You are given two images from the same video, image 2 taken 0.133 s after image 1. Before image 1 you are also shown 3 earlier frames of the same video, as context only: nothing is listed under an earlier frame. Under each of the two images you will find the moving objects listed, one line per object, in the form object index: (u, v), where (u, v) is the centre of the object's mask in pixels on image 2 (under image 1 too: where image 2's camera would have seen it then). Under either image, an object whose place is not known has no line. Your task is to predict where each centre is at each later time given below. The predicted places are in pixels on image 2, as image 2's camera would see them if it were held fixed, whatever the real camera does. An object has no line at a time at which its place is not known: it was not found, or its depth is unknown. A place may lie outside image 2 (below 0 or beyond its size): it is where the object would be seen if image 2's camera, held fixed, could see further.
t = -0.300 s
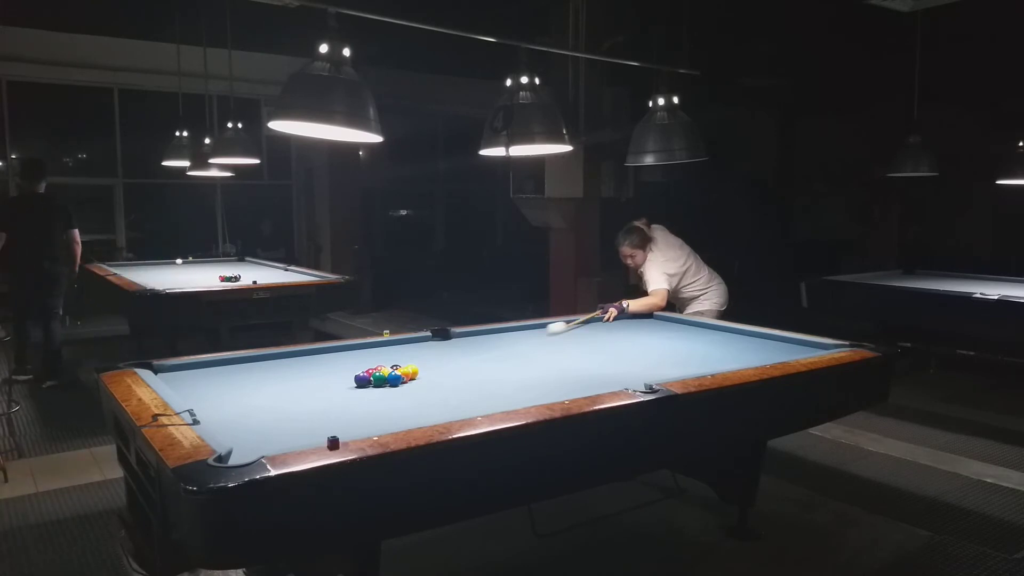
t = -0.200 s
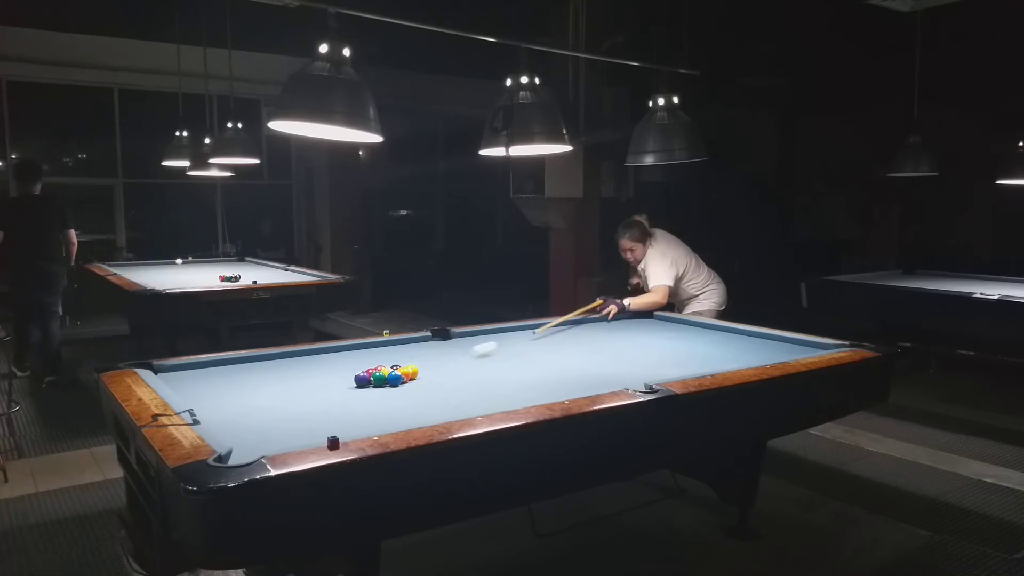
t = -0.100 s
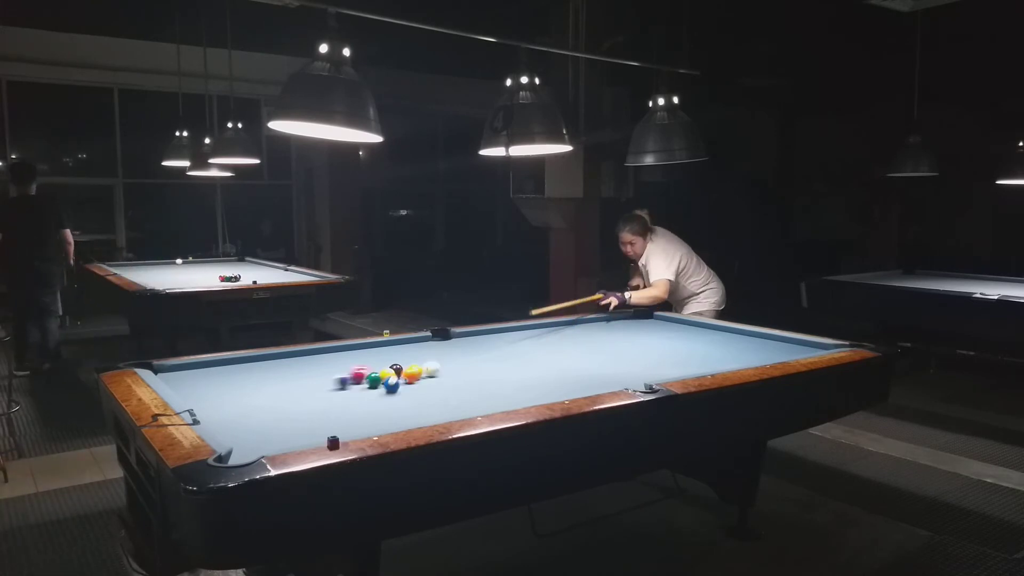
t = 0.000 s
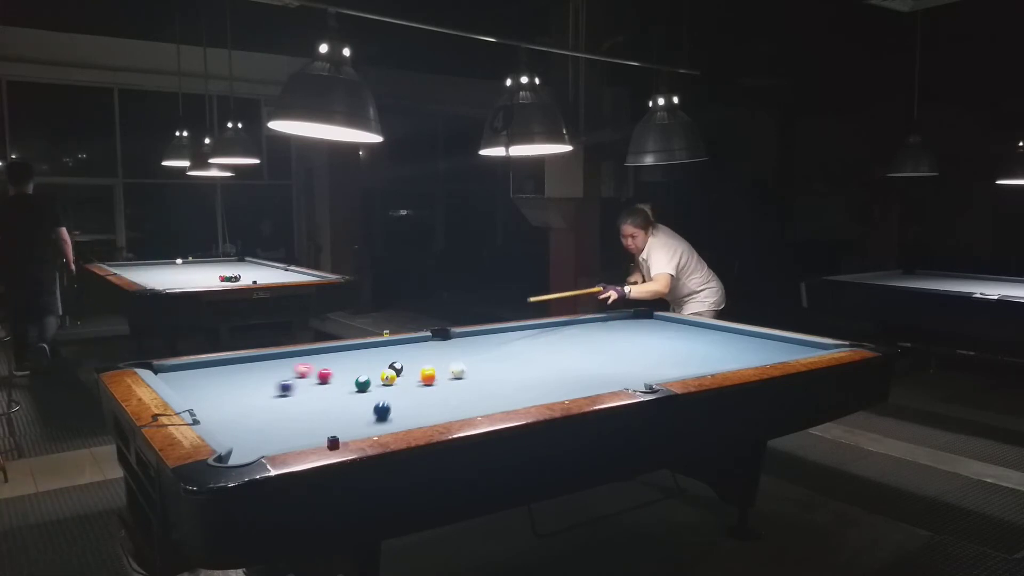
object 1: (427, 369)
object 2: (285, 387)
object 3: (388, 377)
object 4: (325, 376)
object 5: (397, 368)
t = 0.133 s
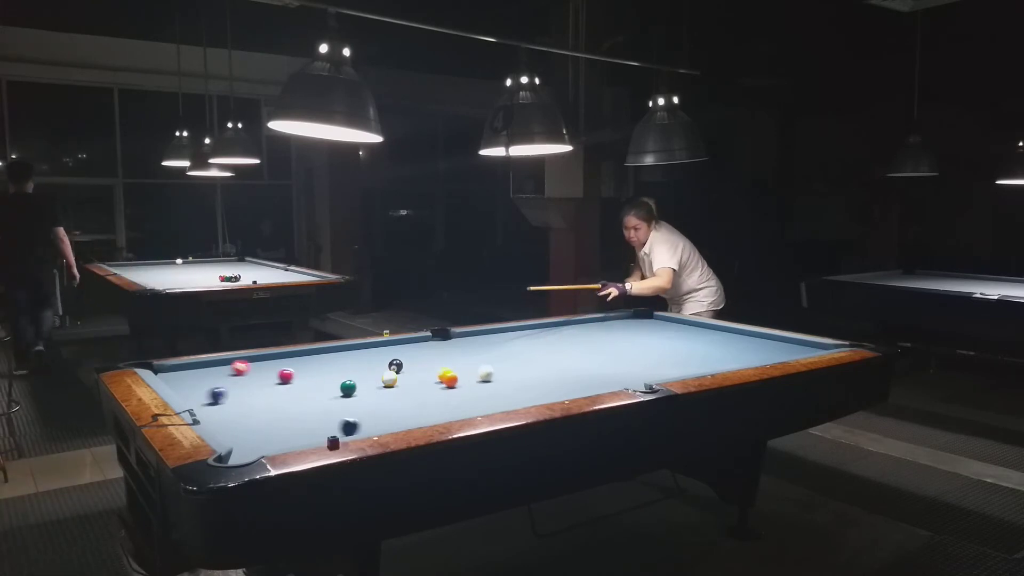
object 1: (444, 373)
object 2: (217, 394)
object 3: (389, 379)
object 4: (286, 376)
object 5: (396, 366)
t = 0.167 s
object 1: (448, 373)
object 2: (201, 397)
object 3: (389, 379)
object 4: (276, 376)
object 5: (396, 365)
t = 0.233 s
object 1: (457, 375)
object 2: (200, 395)
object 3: (390, 380)
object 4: (257, 376)
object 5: (395, 364)
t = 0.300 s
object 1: (465, 377)
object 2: (219, 392)
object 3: (391, 381)
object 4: (239, 376)
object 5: (395, 363)
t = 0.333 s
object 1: (470, 377)
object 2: (228, 390)
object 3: (391, 382)
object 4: (229, 375)
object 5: (395, 362)
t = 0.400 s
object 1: (478, 377)
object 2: (245, 388)
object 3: (391, 383)
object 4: (210, 375)
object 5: (395, 361)
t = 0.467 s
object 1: (486, 378)
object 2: (262, 384)
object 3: (392, 383)
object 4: (192, 376)
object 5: (395, 360)
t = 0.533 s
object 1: (494, 379)
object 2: (278, 381)
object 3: (393, 384)
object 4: (188, 377)
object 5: (395, 359)
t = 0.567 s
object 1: (498, 379)
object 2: (286, 380)
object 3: (393, 384)
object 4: (191, 378)
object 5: (395, 358)
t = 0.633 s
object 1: (507, 380)
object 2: (301, 377)
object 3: (393, 385)
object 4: (193, 379)
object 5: (395, 357)
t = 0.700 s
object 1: (515, 381)
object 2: (315, 375)
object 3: (394, 386)
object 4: (195, 378)
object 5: (395, 356)
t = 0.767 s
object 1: (523, 381)
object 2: (329, 372)
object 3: (395, 386)
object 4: (195, 381)
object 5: (394, 355)
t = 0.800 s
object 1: (527, 382)
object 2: (336, 371)
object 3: (395, 387)
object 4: (196, 381)
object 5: (394, 354)
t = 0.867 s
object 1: (535, 382)
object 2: (349, 369)
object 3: (395, 387)
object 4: (196, 383)
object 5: (394, 353)
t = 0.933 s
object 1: (542, 383)
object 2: (362, 366)
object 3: (395, 388)
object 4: (197, 384)
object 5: (394, 352)
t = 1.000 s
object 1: (550, 383)
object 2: (374, 364)
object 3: (396, 389)
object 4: (197, 385)
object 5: (394, 351)
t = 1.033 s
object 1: (554, 384)
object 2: (380, 363)
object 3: (396, 389)
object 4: (198, 385)
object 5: (394, 351)
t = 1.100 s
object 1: (562, 384)
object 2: (392, 361)
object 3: (396, 390)
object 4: (198, 387)
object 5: (394, 349)
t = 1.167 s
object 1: (570, 385)
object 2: (403, 359)
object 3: (397, 391)
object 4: (199, 388)
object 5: (394, 349)
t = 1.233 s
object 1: (574, 385)
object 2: (414, 356)
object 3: (397, 391)
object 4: (199, 389)
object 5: (394, 349)
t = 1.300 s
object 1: (576, 385)
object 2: (425, 355)
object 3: (397, 392)
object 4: (200, 390)
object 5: (394, 348)
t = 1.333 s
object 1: (576, 385)
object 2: (430, 354)
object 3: (397, 392)
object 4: (200, 391)
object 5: (394, 347)
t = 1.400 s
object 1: (578, 385)
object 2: (440, 352)
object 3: (398, 393)
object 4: (200, 392)
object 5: (394, 346)
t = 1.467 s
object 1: (579, 385)
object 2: (450, 350)
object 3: (398, 393)
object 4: (201, 393)
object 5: (394, 346)
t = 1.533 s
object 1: (580, 385)
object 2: (459, 349)
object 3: (398, 393)
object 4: (201, 394)
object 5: (394, 345)
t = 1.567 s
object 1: (581, 385)
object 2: (464, 347)
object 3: (398, 394)
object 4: (202, 395)
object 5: (394, 345)
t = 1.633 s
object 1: (582, 385)
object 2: (473, 347)
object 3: (398, 394)
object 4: (202, 396)
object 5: (394, 344)
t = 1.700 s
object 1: (583, 385)
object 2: (482, 344)
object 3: (398, 394)
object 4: (203, 397)
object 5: (394, 343)
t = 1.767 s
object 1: (584, 385)
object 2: (490, 343)
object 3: (399, 395)
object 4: (203, 398)
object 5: (394, 343)
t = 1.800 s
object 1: (584, 385)
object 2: (494, 342)
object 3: (399, 395)
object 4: (203, 399)
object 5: (394, 343)
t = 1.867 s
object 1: (585, 385)
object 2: (502, 341)
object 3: (399, 395)
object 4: (203, 400)
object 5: (394, 342)
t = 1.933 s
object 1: (585, 385)
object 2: (510, 340)
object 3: (399, 396)
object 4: (203, 401)
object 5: (395, 342)
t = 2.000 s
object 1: (586, 385)
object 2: (518, 338)
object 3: (399, 396)
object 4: (204, 402)
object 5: (397, 342)
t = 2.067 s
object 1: (586, 385)
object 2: (525, 337)
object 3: (399, 396)
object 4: (204, 403)
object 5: (398, 342)
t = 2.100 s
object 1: (586, 385)
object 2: (529, 336)
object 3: (399, 396)
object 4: (204, 403)
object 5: (399, 342)
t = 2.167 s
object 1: (587, 385)
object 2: (536, 335)
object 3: (399, 397)
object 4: (205, 404)
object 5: (400, 342)
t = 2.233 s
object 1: (587, 385)
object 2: (543, 334)
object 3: (399, 397)
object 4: (205, 405)
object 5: (401, 342)
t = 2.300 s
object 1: (587, 385)
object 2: (550, 333)
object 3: (399, 397)
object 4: (205, 406)
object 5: (402, 342)
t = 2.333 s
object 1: (587, 385)
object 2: (553, 332)
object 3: (398, 397)
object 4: (205, 407)
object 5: (403, 342)
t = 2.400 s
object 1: (587, 385)
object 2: (560, 331)
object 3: (398, 397)
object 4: (205, 407)
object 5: (404, 343)
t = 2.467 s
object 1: (587, 385)
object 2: (566, 330)
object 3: (398, 397)
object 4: (205, 408)
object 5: (405, 342)
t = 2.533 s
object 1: (587, 385)
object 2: (573, 328)
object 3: (399, 397)
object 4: (205, 409)
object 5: (406, 343)
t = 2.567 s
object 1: (587, 385)
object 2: (576, 328)
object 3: (399, 397)
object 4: (206, 410)
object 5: (407, 343)
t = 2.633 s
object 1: (587, 385)
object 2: (582, 327)
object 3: (399, 397)
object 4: (206, 410)
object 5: (408, 343)
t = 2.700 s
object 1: (587, 385)
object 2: (588, 327)
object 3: (399, 397)
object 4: (206, 411)
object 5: (408, 343)
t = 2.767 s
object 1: (587, 385)
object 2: (593, 325)
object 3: (399, 397)
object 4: (207, 412)
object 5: (409, 343)
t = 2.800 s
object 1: (587, 385)
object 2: (596, 325)
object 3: (399, 397)
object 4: (207, 412)
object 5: (410, 343)
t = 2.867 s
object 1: (587, 385)
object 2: (602, 324)
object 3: (399, 397)
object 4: (207, 412)
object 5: (410, 343)
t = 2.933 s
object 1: (587, 385)
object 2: (607, 323)
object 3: (399, 397)
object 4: (208, 413)
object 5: (411, 343)
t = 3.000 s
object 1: (587, 385)
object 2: (612, 323)
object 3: (399, 397)
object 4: (209, 413)
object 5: (411, 343)
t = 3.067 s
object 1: (587, 385)
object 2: (617, 321)
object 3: (399, 397)
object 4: (210, 413)
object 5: (412, 343)
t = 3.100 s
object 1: (587, 385)
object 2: (620, 321)
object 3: (399, 397)
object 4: (210, 414)
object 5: (412, 343)
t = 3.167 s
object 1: (587, 385)
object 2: (625, 320)
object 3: (399, 397)
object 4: (211, 415)
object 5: (412, 343)
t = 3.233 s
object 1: (587, 385)
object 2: (630, 320)
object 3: (399, 397)
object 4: (212, 415)
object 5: (413, 343)
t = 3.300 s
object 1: (587, 385)
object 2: (634, 319)
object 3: (399, 397)
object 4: (214, 416)
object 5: (413, 343)
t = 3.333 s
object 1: (587, 385)
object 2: (637, 318)
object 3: (399, 397)
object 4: (214, 416)
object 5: (413, 343)
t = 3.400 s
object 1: (587, 385)
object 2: (641, 317)
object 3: (399, 397)
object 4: (215, 416)
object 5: (413, 343)
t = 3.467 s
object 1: (587, 385)
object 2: (646, 316)
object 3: (399, 397)
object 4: (215, 417)
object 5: (413, 343)
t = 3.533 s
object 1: (587, 385)
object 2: (650, 316)
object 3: (399, 397)
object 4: (216, 417)
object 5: (413, 343)
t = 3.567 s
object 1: (587, 385)
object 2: (649, 316)
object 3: (399, 397)
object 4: (216, 417)
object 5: (413, 343)
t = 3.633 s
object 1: (587, 385)
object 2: (645, 316)
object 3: (399, 397)
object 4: (217, 418)
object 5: (414, 344)
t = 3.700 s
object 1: (587, 385)
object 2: (640, 316)
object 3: (399, 397)
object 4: (217, 418)
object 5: (414, 344)
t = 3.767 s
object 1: (587, 385)
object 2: (637, 316)
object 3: (399, 397)
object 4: (218, 418)
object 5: (414, 344)
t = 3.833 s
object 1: (587, 385)
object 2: (633, 316)
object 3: (399, 397)
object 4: (218, 418)
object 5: (414, 343)
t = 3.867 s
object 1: (587, 385)
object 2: (631, 316)
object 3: (399, 397)
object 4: (218, 418)
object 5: (414, 344)
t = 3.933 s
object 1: (587, 385)
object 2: (627, 316)
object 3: (399, 396)
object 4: (219, 418)
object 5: (414, 344)
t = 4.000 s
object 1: (587, 385)
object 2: (622, 317)
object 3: (399, 397)
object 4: (219, 419)
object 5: (414, 343)
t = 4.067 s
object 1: (587, 385)
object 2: (621, 317)
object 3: (399, 397)
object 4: (219, 419)
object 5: (414, 343)
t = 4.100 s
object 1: (587, 385)
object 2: (620, 317)
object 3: (399, 397)
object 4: (219, 419)
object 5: (414, 343)
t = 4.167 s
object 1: (587, 385)
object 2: (619, 317)
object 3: (399, 397)
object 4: (220, 419)
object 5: (414, 343)
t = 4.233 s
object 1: (587, 385)
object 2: (617, 318)
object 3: (399, 397)
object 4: (220, 420)
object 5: (414, 343)
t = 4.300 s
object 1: (587, 385)
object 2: (616, 318)
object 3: (399, 397)
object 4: (220, 420)
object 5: (414, 343)
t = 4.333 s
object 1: (587, 385)
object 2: (615, 318)
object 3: (399, 396)
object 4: (220, 420)
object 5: (414, 343)
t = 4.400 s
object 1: (587, 385)
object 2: (614, 318)
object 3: (399, 397)
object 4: (220, 420)
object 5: (414, 343)
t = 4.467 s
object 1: (587, 385)
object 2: (613, 319)
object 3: (399, 397)
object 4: (220, 420)
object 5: (414, 343)
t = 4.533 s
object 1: (587, 385)
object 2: (612, 319)
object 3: (399, 397)
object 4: (220, 420)
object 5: (414, 343)
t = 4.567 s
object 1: (587, 385)
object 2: (611, 319)
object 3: (399, 397)
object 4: (220, 420)
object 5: (414, 343)
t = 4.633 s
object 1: (587, 385)
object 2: (610, 320)
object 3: (399, 397)
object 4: (220, 420)
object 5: (414, 343)
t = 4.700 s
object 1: (587, 385)
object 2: (609, 320)
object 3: (399, 397)
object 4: (220, 420)
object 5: (414, 343)
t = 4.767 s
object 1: (587, 385)
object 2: (607, 320)
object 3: (398, 397)
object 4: (220, 420)
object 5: (414, 343)
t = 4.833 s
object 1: (587, 385)
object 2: (607, 321)
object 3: (398, 397)
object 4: (220, 420)
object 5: (414, 343)
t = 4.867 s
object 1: (587, 385)
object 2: (606, 320)
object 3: (398, 397)
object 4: (220, 420)
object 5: (414, 343)
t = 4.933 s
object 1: (587, 385)
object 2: (605, 321)
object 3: (398, 397)
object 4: (220, 420)
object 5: (414, 343)
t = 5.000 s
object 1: (587, 385)
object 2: (604, 320)
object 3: (398, 397)
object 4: (220, 420)
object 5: (414, 343)
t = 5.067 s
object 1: (587, 385)
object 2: (603, 321)
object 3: (399, 397)
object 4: (220, 420)
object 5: (414, 343)
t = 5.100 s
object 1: (587, 385)
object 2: (602, 321)
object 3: (398, 397)
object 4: (220, 420)
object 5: (414, 343)
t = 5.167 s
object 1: (587, 385)
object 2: (602, 321)
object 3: (399, 397)
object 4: (220, 420)
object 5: (414, 343)
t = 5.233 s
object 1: (587, 385)
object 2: (601, 321)
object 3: (399, 397)
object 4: (220, 420)
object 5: (414, 343)
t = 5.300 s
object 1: (587, 385)
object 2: (600, 322)
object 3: (399, 397)
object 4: (220, 420)
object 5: (414, 343)
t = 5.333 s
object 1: (587, 385)
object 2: (599, 322)
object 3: (399, 397)
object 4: (220, 420)
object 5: (414, 343)
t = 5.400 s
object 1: (587, 385)
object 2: (599, 322)
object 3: (399, 397)
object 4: (220, 420)
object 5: (414, 343)
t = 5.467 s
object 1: (587, 385)
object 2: (598, 322)
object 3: (399, 396)
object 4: (219, 420)
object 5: (414, 343)
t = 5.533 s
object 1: (587, 385)
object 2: (598, 322)
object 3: (399, 397)
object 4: (220, 420)
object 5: (414, 343)
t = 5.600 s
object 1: (587, 385)
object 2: (597, 323)
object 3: (399, 397)
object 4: (220, 420)
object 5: (414, 343)
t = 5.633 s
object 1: (587, 385)
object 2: (597, 323)
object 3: (399, 397)
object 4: (220, 420)
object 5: (414, 343)
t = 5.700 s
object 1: (587, 385)
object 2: (596, 322)
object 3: (399, 397)
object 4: (220, 420)
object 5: (414, 343)
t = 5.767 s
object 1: (587, 385)
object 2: (595, 322)
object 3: (399, 397)
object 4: (220, 420)
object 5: (414, 343)
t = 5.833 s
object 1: (587, 385)
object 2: (595, 323)
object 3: (399, 396)
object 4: (220, 420)
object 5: (414, 343)
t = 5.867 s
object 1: (587, 385)
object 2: (595, 323)
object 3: (399, 396)
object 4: (220, 420)
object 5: (414, 343)
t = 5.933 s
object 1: (587, 385)
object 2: (594, 323)
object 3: (399, 397)
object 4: (220, 420)
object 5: (414, 343)
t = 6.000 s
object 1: (587, 385)
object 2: (593, 323)
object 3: (399, 397)
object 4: (220, 420)
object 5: (414, 343)
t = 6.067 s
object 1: (587, 385)
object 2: (593, 323)
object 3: (399, 397)
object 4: (220, 420)
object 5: (414, 343)
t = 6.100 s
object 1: (587, 385)
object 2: (593, 323)
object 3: (398, 397)
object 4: (220, 420)
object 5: (414, 343)
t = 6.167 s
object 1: (587, 385)
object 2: (593, 323)
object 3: (398, 397)
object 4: (220, 420)
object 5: (414, 343)
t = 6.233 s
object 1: (587, 385)
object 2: (593, 323)
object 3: (398, 397)
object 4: (220, 420)
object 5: (414, 343)
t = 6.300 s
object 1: (587, 385)
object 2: (592, 323)
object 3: (399, 397)
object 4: (220, 420)
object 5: (414, 343)
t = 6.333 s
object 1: (587, 385)
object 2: (592, 323)
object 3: (399, 397)
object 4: (220, 420)
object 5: (414, 343)
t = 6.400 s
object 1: (587, 385)
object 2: (592, 324)
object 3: (399, 397)
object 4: (220, 420)
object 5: (414, 343)
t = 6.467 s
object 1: (587, 385)
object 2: (592, 324)
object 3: (399, 397)
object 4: (220, 420)
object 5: (414, 343)
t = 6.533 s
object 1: (587, 385)
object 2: (592, 324)
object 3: (399, 397)
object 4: (220, 420)
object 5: (414, 343)
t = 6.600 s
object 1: (587, 385)
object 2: (592, 324)
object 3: (399, 397)
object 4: (220, 420)
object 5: (414, 343)
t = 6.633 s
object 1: (587, 385)
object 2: (591, 324)
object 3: (399, 397)
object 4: (220, 420)
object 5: (414, 343)
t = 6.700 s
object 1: (587, 385)
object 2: (592, 324)
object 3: (399, 397)
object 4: (220, 420)
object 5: (414, 343)
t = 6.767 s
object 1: (587, 385)
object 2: (592, 324)
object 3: (399, 397)
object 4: (220, 420)
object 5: (414, 343)
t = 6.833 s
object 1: (587, 385)
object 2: (592, 324)
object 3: (399, 397)
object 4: (220, 420)
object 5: (414, 343)
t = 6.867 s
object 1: (587, 385)
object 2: (592, 324)
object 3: (399, 396)
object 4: (220, 420)
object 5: (414, 343)
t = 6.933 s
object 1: (587, 385)
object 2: (592, 324)
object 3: (399, 397)
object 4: (220, 420)
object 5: (414, 343)
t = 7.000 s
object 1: (587, 385)
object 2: (592, 324)
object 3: (399, 397)
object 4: (220, 420)
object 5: (414, 343)
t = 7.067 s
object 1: (587, 385)
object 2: (592, 324)
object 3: (399, 397)
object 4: (220, 420)
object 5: (414, 343)
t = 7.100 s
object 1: (587, 385)
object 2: (592, 324)
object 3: (399, 397)
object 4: (220, 420)
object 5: (414, 343)
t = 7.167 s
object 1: (587, 385)
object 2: (592, 324)
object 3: (399, 397)
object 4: (220, 420)
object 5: (414, 343)
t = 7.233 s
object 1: (587, 385)
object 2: (592, 324)
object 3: (399, 397)
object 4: (220, 420)
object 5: (414, 343)
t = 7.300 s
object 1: (587, 385)
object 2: (592, 324)
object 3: (399, 397)
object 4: (220, 420)
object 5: (414, 343)
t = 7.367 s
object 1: (587, 385)
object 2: (592, 324)
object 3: (399, 397)
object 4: (220, 420)
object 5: (414, 343)
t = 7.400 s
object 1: (587, 385)
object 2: (592, 324)
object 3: (399, 397)
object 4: (220, 420)
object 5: (414, 343)
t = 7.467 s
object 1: (587, 385)
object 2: (592, 324)
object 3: (399, 397)
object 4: (220, 420)
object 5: (414, 343)
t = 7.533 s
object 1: (587, 385)
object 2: (592, 324)
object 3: (399, 397)
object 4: (220, 420)
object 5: (414, 343)
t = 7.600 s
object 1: (587, 385)
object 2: (592, 324)
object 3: (399, 397)
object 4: (220, 420)
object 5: (414, 343)
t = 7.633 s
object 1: (587, 385)
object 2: (592, 324)
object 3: (398, 397)
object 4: (220, 420)
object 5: (414, 343)
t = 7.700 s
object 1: (587, 385)
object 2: (592, 324)
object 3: (398, 397)
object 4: (220, 420)
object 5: (414, 343)
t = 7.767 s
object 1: (587, 385)
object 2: (592, 324)
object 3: (399, 397)
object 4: (220, 420)
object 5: (414, 343)
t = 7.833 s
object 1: (587, 385)
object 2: (592, 324)
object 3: (399, 397)
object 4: (220, 420)
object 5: (414, 343)
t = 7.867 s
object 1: (587, 385)
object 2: (592, 324)
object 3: (399, 397)
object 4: (220, 420)
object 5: (414, 343)
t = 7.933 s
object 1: (587, 385)
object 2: (592, 324)
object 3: (399, 397)
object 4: (220, 420)
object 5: (414, 343)
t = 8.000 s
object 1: (587, 385)
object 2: (592, 324)
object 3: (399, 397)
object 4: (220, 420)
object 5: (414, 343)
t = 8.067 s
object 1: (587, 385)
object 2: (592, 324)
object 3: (399, 397)
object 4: (220, 420)
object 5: (414, 343)
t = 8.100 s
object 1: (587, 385)
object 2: (592, 324)
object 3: (399, 397)
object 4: (220, 420)
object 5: (414, 343)
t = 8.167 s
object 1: (587, 385)
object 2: (592, 324)
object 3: (399, 396)
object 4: (220, 420)
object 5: (414, 343)
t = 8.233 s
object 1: (587, 385)
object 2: (592, 324)
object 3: (399, 397)
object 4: (220, 420)
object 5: (414, 343)
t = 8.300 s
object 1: (587, 385)
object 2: (592, 324)
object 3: (399, 397)
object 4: (220, 420)
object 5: (414, 343)
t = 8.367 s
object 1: (587, 385)
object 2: (592, 324)
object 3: (399, 397)
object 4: (220, 420)
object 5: (414, 343)
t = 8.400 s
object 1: (587, 385)
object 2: (592, 324)
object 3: (399, 397)
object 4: (220, 420)
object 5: (414, 343)
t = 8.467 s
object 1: (587, 385)
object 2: (592, 324)
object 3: (399, 397)
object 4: (220, 420)
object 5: (414, 343)
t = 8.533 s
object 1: (587, 385)
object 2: (592, 324)
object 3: (399, 397)
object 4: (220, 420)
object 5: (414, 343)
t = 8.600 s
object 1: (587, 385)
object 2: (592, 324)
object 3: (399, 397)
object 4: (220, 420)
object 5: (414, 343)
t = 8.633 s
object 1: (587, 385)
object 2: (592, 324)
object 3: (399, 397)
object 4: (220, 420)
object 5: (414, 343)
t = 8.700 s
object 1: (587, 385)
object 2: (592, 324)
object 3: (399, 397)
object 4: (220, 420)
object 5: (414, 343)
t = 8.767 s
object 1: (587, 385)
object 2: (592, 324)
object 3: (399, 397)
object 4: (220, 420)
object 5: (414, 343)
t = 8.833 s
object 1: (587, 385)
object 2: (592, 324)
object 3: (399, 397)
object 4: (220, 420)
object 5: (414, 343)
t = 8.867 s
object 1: (587, 385)
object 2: (592, 324)
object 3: (398, 397)
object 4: (220, 420)
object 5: (414, 343)
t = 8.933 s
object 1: (587, 385)
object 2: (592, 324)
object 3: (399, 397)
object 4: (220, 420)
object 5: (414, 343)
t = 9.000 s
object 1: (587, 385)
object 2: (592, 324)
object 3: (398, 397)
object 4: (220, 420)
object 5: (414, 343)
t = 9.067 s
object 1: (587, 385)
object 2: (592, 324)
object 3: (398, 397)
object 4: (220, 420)
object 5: (414, 343)
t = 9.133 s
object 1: (587, 385)
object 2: (592, 324)
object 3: (399, 397)
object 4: (220, 420)
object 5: (414, 343)
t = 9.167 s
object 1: (587, 385)
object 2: (592, 324)
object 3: (399, 397)
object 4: (220, 420)
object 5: (414, 343)
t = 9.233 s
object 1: (587, 385)
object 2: (592, 324)
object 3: (399, 397)
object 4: (220, 420)
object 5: (414, 343)
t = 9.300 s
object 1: (587, 385)
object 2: (592, 324)
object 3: (399, 397)
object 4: (220, 420)
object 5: (414, 343)
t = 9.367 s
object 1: (587, 385)
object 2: (592, 324)
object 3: (398, 397)
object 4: (220, 420)
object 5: (414, 343)
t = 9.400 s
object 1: (587, 385)
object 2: (592, 324)
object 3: (398, 397)
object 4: (220, 420)
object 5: (414, 343)
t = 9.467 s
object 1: (587, 385)
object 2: (592, 324)
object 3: (398, 397)
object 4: (220, 420)
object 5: (414, 343)
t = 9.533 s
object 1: (587, 385)
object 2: (592, 324)
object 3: (398, 397)
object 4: (220, 420)
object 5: (414, 343)
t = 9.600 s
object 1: (587, 385)
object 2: (592, 324)
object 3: (399, 397)
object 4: (220, 420)
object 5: (414, 343)
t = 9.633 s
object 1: (587, 385)
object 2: (592, 324)
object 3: (399, 397)
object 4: (220, 420)
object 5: (414, 343)
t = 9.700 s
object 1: (587, 385)
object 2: (592, 324)
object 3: (399, 397)
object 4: (220, 420)
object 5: (414, 343)
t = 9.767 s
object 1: (587, 385)
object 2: (592, 324)
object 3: (399, 397)
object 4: (220, 420)
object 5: (414, 343)
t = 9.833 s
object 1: (587, 385)
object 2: (592, 324)
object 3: (399, 397)
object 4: (220, 420)
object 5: (414, 343)
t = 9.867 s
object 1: (587, 385)
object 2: (592, 324)
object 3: (399, 397)
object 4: (220, 420)
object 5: (414, 343)
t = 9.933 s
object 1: (587, 385)
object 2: (592, 324)
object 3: (399, 397)
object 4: (220, 420)
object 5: (414, 343)
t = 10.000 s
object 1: (587, 385)
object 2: (592, 324)
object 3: (398, 397)
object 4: (220, 420)
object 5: (414, 343)
